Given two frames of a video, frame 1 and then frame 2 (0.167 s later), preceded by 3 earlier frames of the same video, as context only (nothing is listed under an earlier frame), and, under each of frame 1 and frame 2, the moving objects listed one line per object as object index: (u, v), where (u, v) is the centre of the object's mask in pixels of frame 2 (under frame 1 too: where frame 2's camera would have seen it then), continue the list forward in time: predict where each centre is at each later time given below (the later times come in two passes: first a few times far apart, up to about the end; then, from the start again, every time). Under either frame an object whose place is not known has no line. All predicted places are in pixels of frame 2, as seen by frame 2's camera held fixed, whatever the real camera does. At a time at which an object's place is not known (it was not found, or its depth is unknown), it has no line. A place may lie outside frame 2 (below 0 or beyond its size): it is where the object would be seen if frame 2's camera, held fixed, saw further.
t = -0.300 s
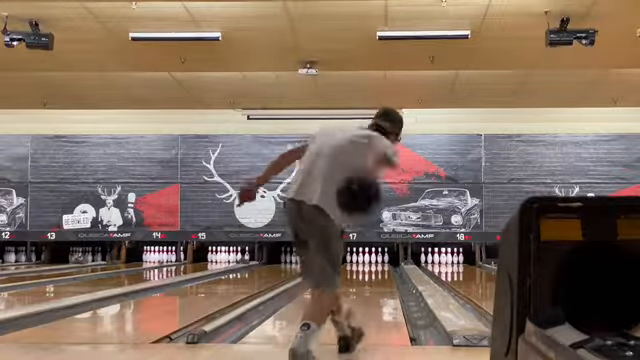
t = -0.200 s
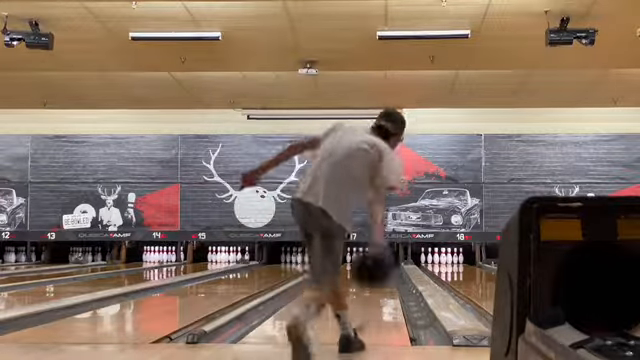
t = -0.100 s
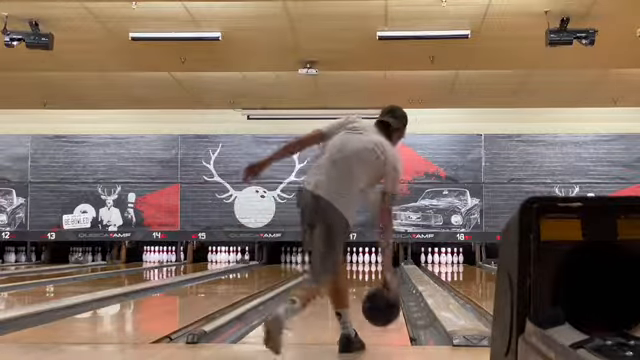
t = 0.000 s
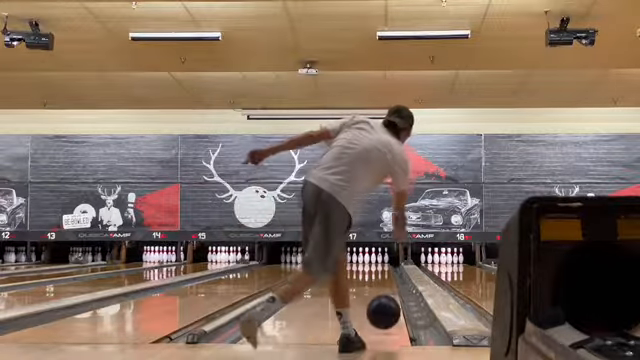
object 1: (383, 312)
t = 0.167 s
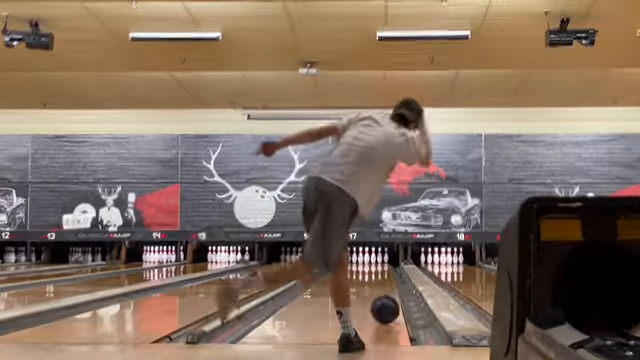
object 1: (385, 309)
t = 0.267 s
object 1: (386, 303)
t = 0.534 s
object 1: (386, 291)
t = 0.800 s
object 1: (387, 282)
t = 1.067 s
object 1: (385, 277)
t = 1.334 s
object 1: (383, 271)
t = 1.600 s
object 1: (380, 269)
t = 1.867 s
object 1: (379, 265)
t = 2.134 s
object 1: (375, 263)
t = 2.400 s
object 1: (371, 261)
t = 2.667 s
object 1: (366, 260)
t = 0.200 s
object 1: (385, 306)
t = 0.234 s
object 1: (386, 304)
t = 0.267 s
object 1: (386, 303)
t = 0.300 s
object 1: (386, 301)
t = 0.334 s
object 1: (386, 299)
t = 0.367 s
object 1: (386, 297)
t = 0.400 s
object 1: (386, 296)
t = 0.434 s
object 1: (386, 294)
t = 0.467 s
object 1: (386, 293)
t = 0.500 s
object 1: (387, 292)
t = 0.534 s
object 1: (386, 291)
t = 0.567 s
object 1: (387, 290)
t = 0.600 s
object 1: (386, 289)
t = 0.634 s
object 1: (387, 288)
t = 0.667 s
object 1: (387, 287)
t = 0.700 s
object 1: (387, 286)
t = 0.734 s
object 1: (387, 285)
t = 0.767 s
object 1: (387, 283)
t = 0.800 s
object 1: (387, 282)
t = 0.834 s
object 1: (386, 281)
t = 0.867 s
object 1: (386, 280)
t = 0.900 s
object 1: (386, 279)
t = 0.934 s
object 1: (386, 279)
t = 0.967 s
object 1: (386, 279)
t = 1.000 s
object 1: (385, 279)
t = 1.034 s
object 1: (385, 278)
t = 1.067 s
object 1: (385, 277)
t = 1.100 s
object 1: (385, 277)
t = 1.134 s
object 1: (384, 276)
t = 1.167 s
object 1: (384, 274)
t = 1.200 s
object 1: (384, 274)
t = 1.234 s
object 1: (384, 274)
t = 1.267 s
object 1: (384, 273)
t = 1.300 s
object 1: (383, 272)
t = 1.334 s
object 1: (383, 271)
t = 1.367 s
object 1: (383, 271)
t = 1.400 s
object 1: (383, 271)
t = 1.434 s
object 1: (382, 271)
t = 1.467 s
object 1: (383, 270)
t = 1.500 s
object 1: (383, 270)
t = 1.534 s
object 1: (382, 270)
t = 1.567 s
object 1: (382, 269)
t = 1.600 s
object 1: (380, 269)
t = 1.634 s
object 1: (380, 269)
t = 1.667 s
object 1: (380, 268)
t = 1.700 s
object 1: (379, 267)
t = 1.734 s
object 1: (380, 267)
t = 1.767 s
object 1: (379, 266)
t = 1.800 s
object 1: (379, 266)
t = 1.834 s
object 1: (379, 265)
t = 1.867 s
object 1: (379, 265)
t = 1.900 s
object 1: (378, 265)
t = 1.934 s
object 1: (378, 265)
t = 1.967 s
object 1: (378, 265)
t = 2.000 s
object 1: (378, 265)
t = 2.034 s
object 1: (377, 265)
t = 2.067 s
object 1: (375, 264)
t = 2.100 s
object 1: (375, 264)
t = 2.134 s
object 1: (375, 263)
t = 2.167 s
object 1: (374, 263)
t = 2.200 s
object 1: (374, 263)
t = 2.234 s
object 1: (373, 262)
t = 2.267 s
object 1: (373, 263)
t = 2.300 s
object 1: (373, 262)
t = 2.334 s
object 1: (373, 261)
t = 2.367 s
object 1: (372, 262)
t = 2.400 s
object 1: (371, 261)
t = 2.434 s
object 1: (371, 261)
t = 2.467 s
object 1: (369, 261)
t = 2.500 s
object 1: (368, 261)
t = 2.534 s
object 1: (368, 260)
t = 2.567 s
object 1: (368, 260)
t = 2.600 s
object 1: (367, 260)
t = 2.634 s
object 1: (367, 260)
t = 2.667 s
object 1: (366, 260)
